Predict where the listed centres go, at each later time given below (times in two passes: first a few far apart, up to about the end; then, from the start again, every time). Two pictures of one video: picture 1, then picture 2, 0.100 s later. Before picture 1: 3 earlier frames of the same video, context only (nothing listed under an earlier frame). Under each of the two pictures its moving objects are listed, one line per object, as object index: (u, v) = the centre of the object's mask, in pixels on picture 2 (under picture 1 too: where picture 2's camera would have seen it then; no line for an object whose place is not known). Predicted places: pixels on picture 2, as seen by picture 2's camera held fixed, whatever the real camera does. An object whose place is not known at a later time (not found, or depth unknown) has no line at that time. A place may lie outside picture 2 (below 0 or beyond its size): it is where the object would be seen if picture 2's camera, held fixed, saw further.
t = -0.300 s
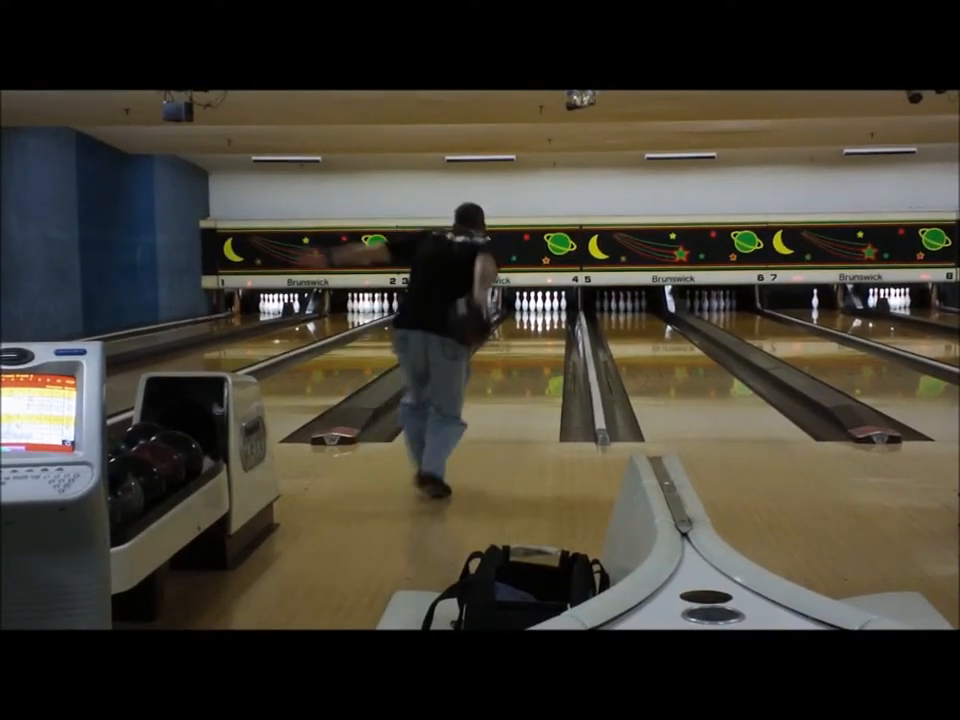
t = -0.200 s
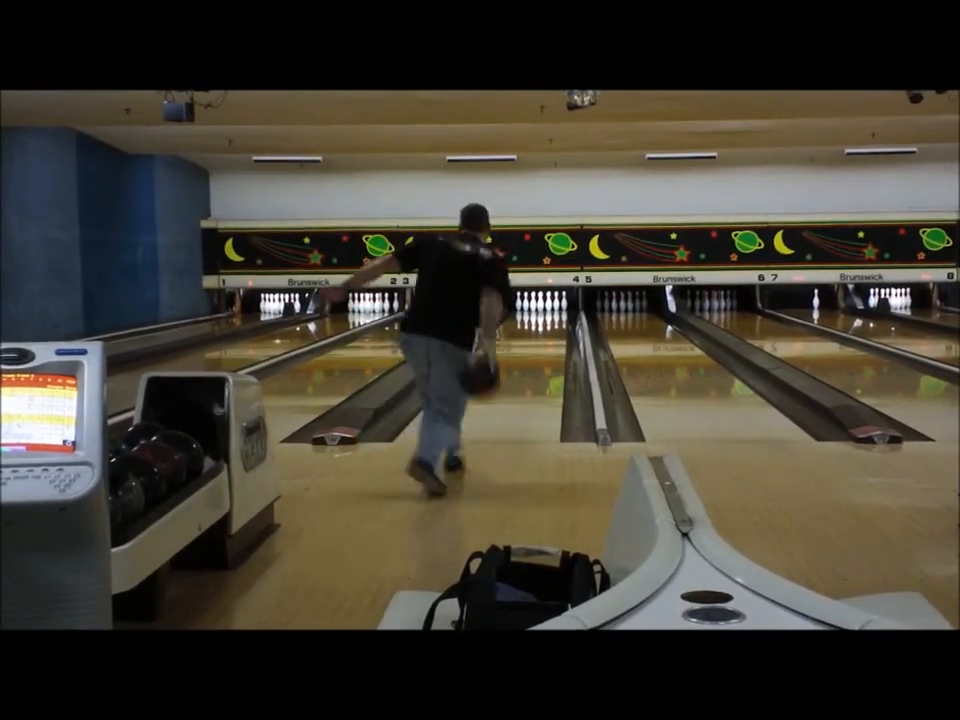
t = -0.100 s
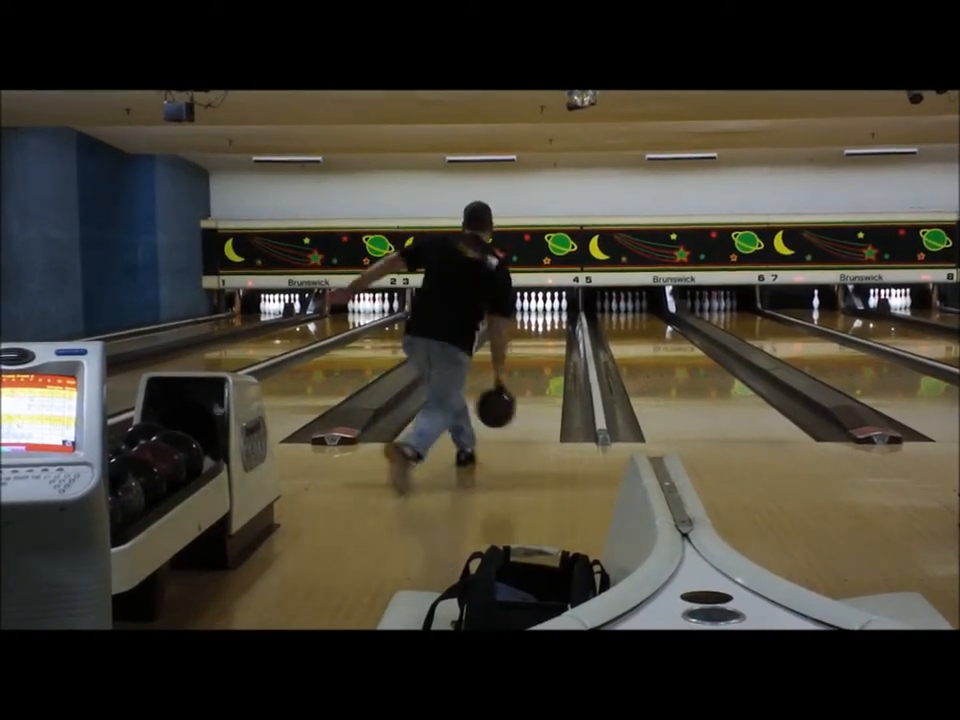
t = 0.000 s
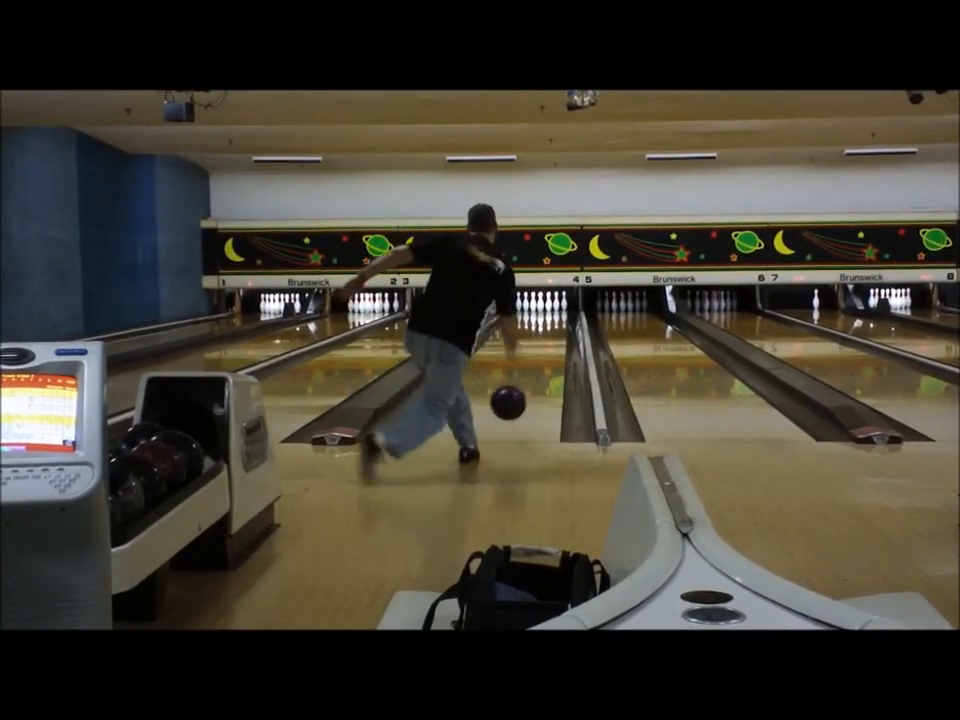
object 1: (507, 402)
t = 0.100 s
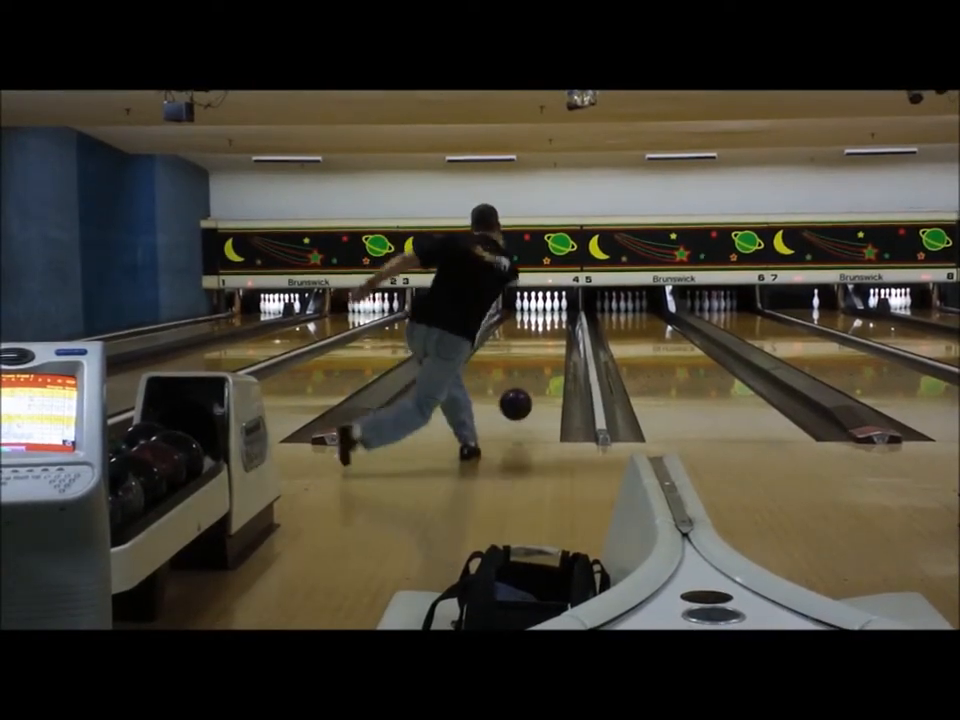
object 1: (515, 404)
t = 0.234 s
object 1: (523, 399)
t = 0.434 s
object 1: (532, 379)
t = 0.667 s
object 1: (540, 362)
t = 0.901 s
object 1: (545, 350)
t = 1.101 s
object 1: (548, 341)
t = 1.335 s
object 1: (550, 332)
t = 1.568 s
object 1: (551, 326)
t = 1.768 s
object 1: (552, 320)
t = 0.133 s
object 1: (517, 407)
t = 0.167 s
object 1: (519, 406)
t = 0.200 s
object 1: (521, 402)
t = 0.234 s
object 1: (523, 399)
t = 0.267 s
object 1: (525, 396)
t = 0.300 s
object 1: (526, 392)
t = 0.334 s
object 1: (528, 389)
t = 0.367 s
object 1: (530, 386)
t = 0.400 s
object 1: (531, 383)
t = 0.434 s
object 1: (532, 379)
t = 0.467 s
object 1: (534, 377)
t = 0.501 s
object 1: (535, 374)
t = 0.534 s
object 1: (536, 372)
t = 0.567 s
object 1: (537, 369)
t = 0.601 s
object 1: (538, 367)
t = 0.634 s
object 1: (539, 364)
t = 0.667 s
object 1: (540, 362)
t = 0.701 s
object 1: (541, 360)
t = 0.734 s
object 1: (542, 358)
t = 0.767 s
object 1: (542, 357)
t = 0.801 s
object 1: (543, 354)
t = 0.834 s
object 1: (544, 353)
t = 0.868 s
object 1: (545, 351)
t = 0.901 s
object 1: (545, 350)
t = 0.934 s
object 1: (546, 348)
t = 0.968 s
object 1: (546, 347)
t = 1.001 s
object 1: (547, 345)
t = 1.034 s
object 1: (547, 343)
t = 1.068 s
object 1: (547, 342)
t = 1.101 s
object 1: (548, 341)
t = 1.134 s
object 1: (549, 339)
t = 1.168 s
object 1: (549, 338)
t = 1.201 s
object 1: (550, 336)
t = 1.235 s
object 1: (550, 335)
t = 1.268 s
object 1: (550, 334)
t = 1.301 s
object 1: (550, 333)
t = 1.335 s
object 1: (550, 332)
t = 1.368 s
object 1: (550, 331)
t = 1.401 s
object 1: (550, 330)
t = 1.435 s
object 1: (550, 329)
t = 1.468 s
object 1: (551, 328)
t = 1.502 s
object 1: (552, 327)
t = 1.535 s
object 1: (552, 327)
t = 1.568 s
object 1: (551, 326)
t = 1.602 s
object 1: (552, 325)
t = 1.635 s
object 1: (552, 323)
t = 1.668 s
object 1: (552, 322)
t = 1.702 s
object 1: (552, 322)
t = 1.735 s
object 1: (552, 321)
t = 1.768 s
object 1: (552, 320)
